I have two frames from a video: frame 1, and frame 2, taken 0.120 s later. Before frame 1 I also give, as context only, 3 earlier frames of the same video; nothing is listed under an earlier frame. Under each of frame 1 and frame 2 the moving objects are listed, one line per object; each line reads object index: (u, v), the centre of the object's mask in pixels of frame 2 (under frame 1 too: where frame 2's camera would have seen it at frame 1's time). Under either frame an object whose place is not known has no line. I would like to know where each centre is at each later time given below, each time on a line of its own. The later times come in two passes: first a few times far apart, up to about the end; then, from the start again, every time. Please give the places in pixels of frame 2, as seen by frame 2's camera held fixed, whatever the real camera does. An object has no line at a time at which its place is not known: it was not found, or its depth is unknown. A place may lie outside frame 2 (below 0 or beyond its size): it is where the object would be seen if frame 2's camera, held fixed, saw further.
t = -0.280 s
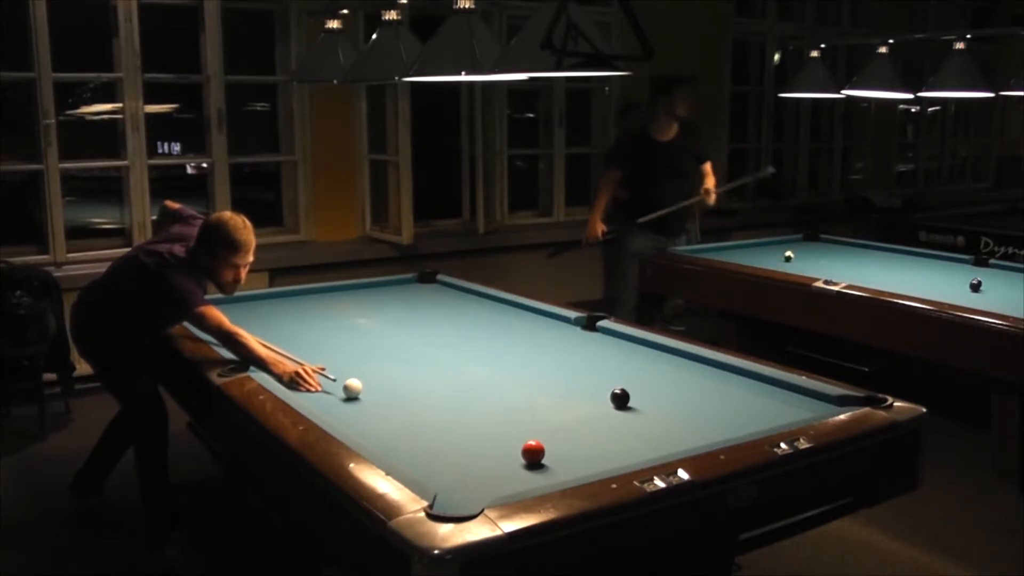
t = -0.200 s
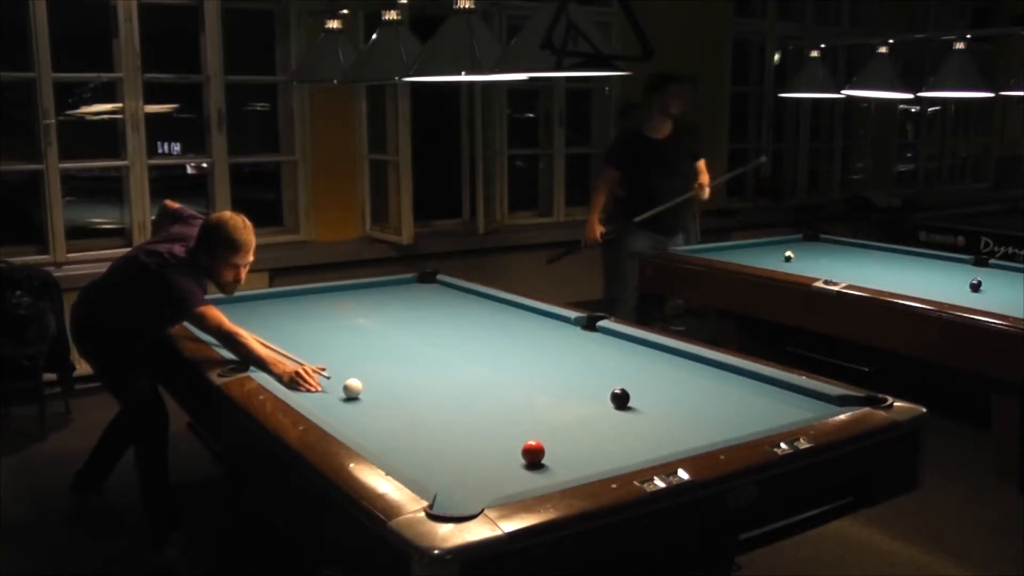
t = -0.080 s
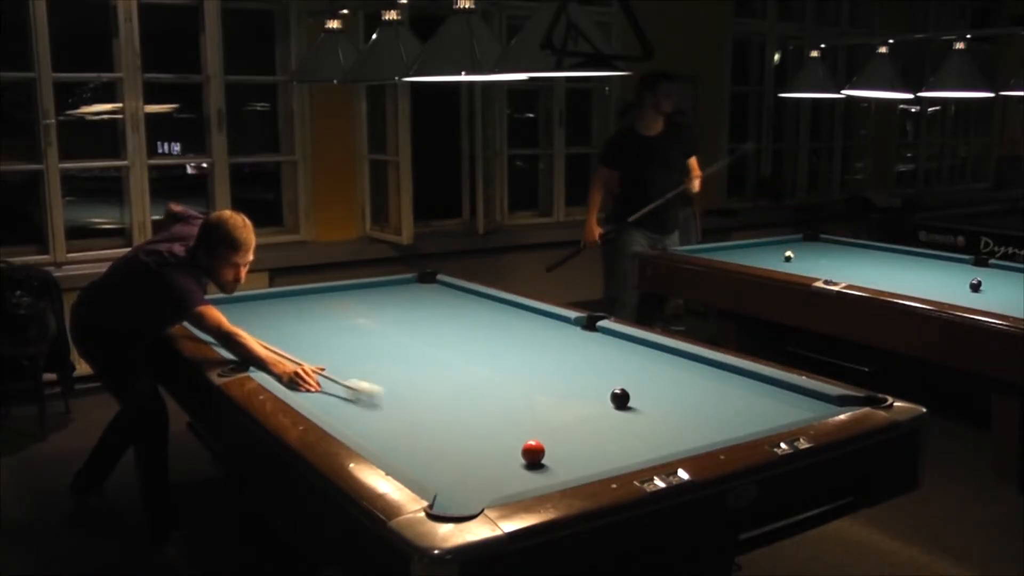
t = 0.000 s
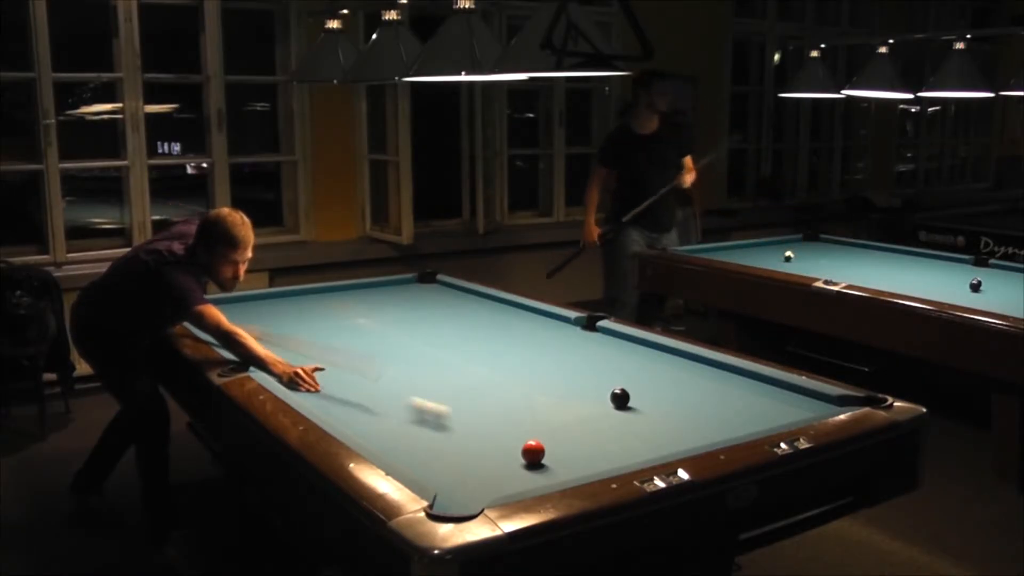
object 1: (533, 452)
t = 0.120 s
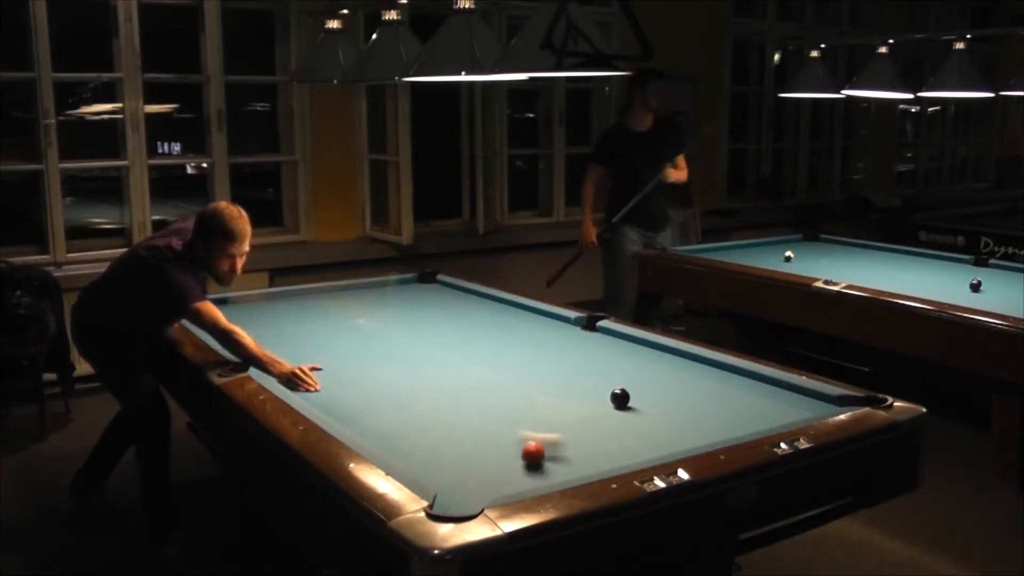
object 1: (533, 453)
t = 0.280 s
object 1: (517, 481)
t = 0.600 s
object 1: (419, 462)
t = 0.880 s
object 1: (389, 440)
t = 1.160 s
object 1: (383, 418)
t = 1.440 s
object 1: (377, 399)
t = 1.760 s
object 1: (371, 381)
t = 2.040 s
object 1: (367, 368)
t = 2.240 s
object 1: (364, 359)
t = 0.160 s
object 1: (533, 463)
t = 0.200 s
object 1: (533, 474)
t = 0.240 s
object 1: (531, 480)
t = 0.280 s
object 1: (517, 481)
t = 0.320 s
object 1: (504, 480)
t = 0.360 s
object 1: (492, 477)
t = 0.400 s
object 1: (479, 474)
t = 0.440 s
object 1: (467, 472)
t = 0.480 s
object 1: (454, 470)
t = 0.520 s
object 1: (442, 467)
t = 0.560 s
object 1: (430, 464)
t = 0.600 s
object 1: (419, 462)
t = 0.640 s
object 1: (409, 459)
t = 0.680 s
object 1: (399, 455)
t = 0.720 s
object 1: (395, 452)
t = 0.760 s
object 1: (393, 449)
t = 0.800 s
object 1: (392, 446)
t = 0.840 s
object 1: (390, 443)
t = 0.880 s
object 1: (389, 440)
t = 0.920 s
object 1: (388, 436)
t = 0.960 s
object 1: (387, 433)
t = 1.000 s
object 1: (386, 430)
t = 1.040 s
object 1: (385, 427)
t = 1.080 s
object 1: (384, 424)
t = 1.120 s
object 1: (384, 421)
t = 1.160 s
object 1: (383, 418)
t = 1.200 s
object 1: (382, 415)
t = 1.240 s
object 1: (381, 412)
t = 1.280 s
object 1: (380, 409)
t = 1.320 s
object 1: (379, 407)
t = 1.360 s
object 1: (378, 404)
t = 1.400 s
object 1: (378, 402)
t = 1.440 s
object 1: (377, 399)
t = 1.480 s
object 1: (376, 397)
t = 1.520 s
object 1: (375, 395)
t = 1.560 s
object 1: (375, 392)
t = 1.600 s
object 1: (374, 390)
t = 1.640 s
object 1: (373, 388)
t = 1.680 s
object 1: (373, 385)
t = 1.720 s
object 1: (372, 383)
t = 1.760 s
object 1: (371, 381)
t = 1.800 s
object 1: (370, 379)
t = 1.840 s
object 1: (370, 377)
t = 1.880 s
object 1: (370, 375)
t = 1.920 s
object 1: (369, 373)
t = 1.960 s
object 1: (368, 372)
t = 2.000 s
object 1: (368, 370)
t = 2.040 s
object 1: (367, 368)
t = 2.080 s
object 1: (366, 366)
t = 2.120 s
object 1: (366, 365)
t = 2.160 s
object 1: (365, 363)
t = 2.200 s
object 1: (365, 361)
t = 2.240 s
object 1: (364, 359)
